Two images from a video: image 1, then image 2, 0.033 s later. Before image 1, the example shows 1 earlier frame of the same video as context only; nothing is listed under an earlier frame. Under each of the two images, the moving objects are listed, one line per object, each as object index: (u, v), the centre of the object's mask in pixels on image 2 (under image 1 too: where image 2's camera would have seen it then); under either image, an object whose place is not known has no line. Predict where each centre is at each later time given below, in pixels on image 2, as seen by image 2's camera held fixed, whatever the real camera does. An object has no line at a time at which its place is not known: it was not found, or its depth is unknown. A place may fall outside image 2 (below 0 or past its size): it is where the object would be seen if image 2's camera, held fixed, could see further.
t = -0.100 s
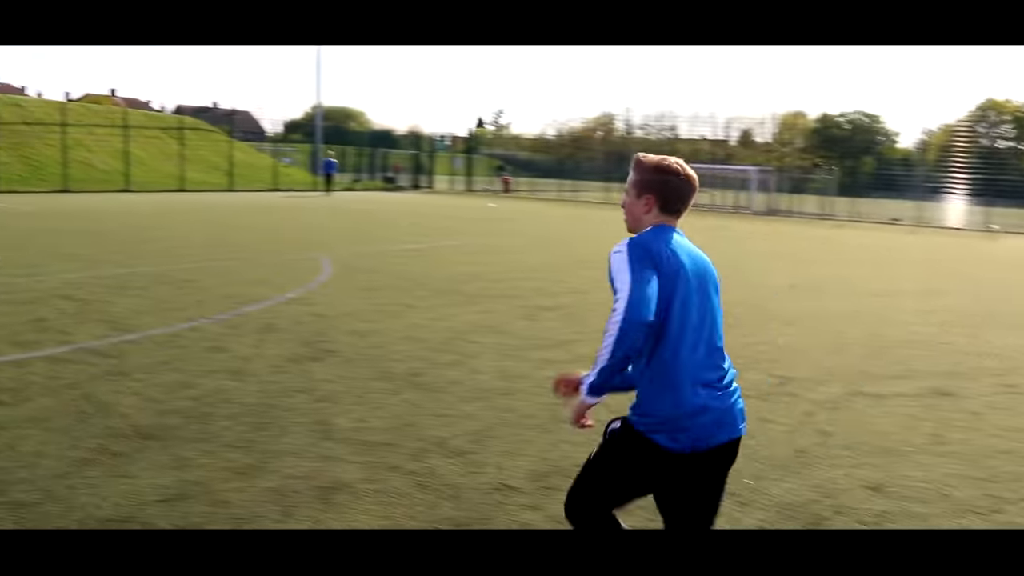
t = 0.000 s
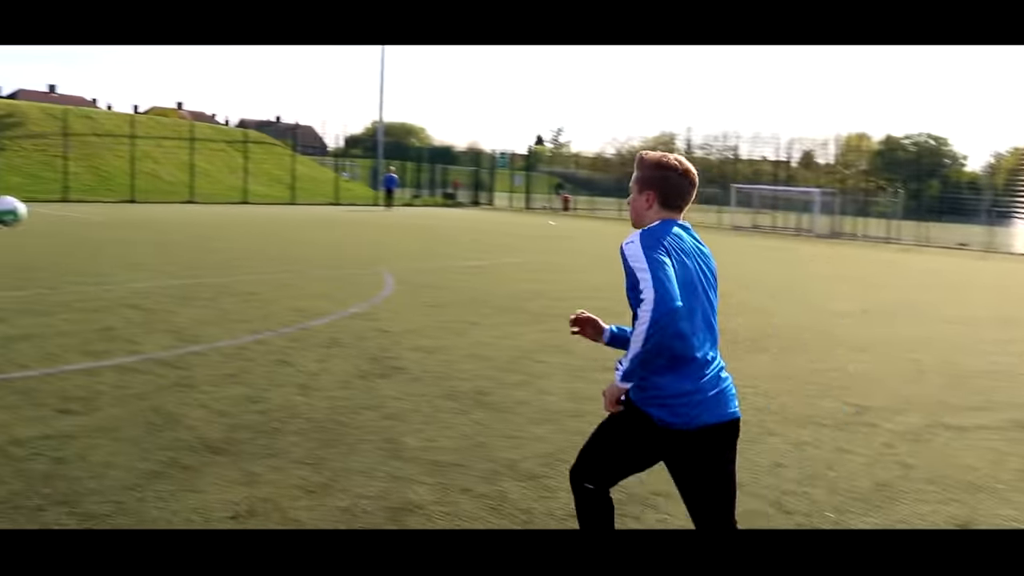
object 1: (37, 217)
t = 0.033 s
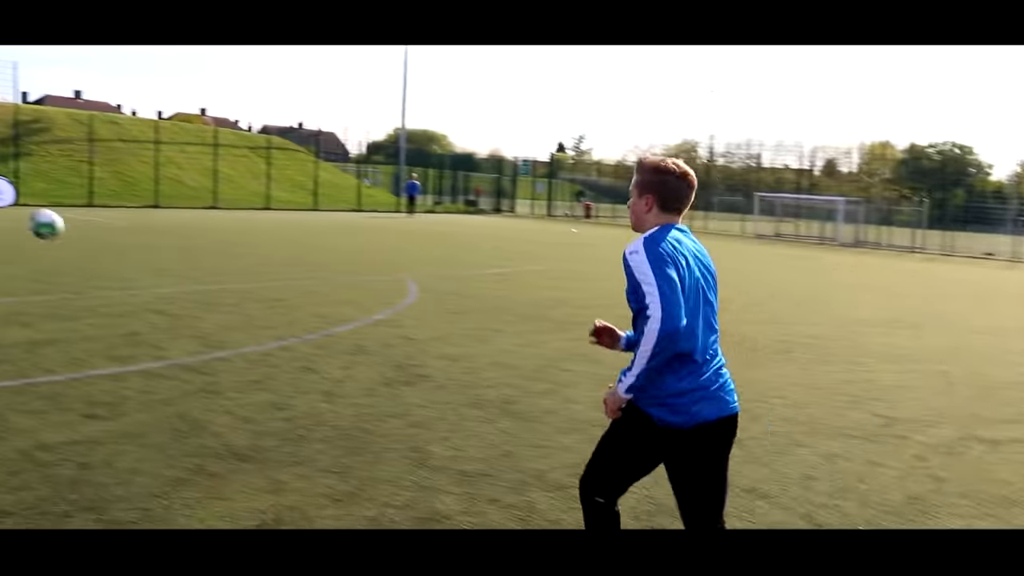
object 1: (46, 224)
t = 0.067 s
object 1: (52, 229)
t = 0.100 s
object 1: (64, 242)
